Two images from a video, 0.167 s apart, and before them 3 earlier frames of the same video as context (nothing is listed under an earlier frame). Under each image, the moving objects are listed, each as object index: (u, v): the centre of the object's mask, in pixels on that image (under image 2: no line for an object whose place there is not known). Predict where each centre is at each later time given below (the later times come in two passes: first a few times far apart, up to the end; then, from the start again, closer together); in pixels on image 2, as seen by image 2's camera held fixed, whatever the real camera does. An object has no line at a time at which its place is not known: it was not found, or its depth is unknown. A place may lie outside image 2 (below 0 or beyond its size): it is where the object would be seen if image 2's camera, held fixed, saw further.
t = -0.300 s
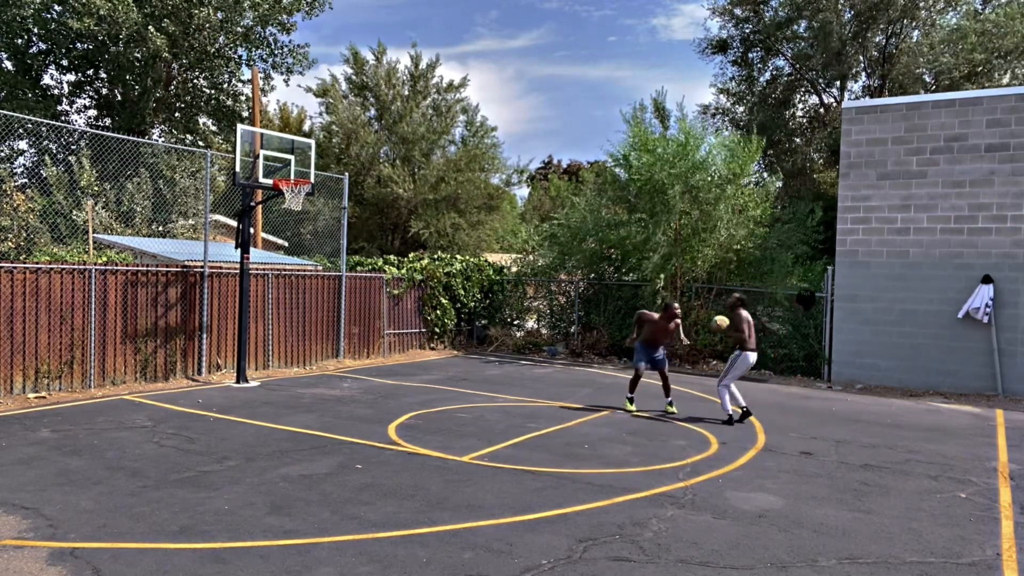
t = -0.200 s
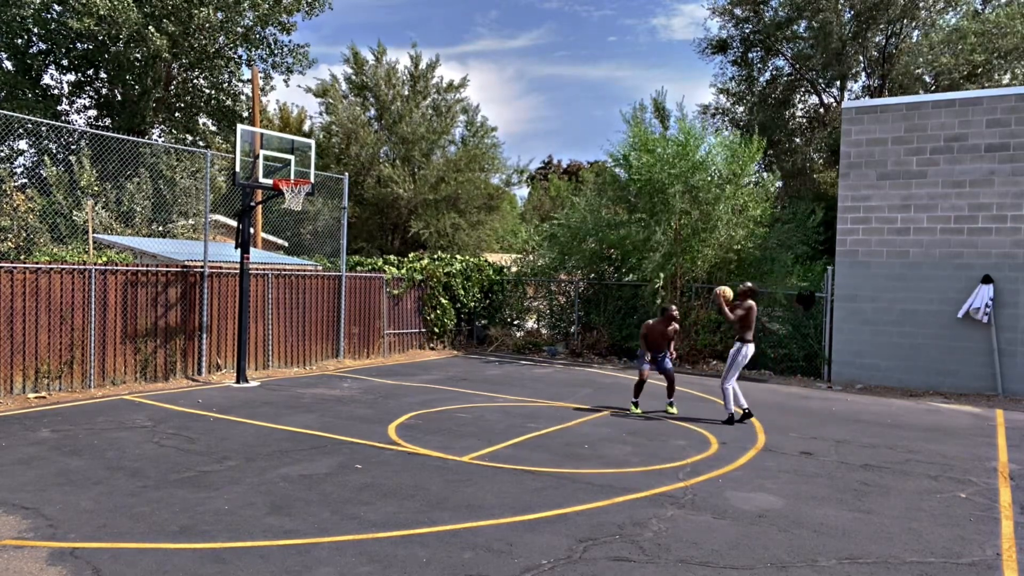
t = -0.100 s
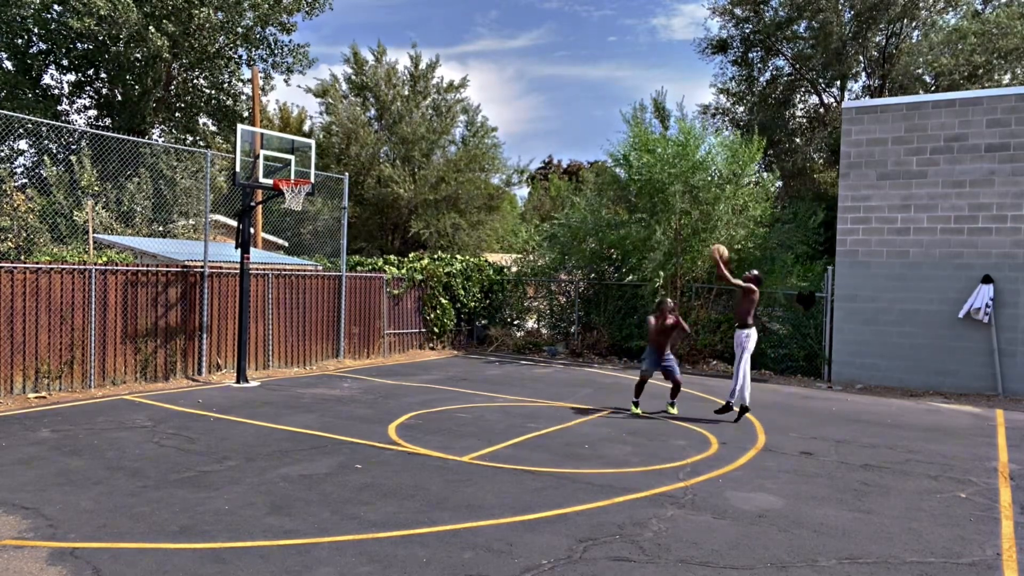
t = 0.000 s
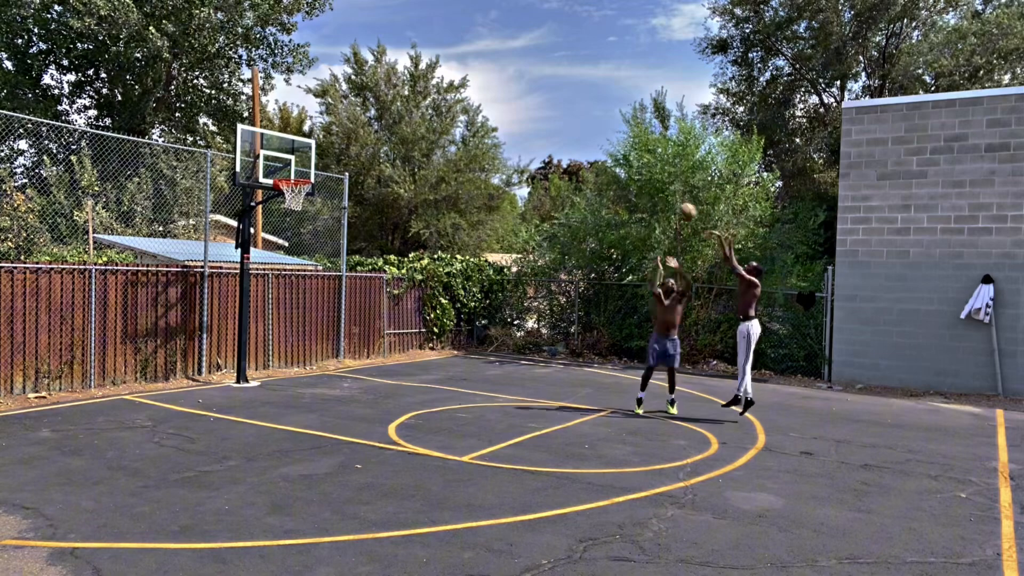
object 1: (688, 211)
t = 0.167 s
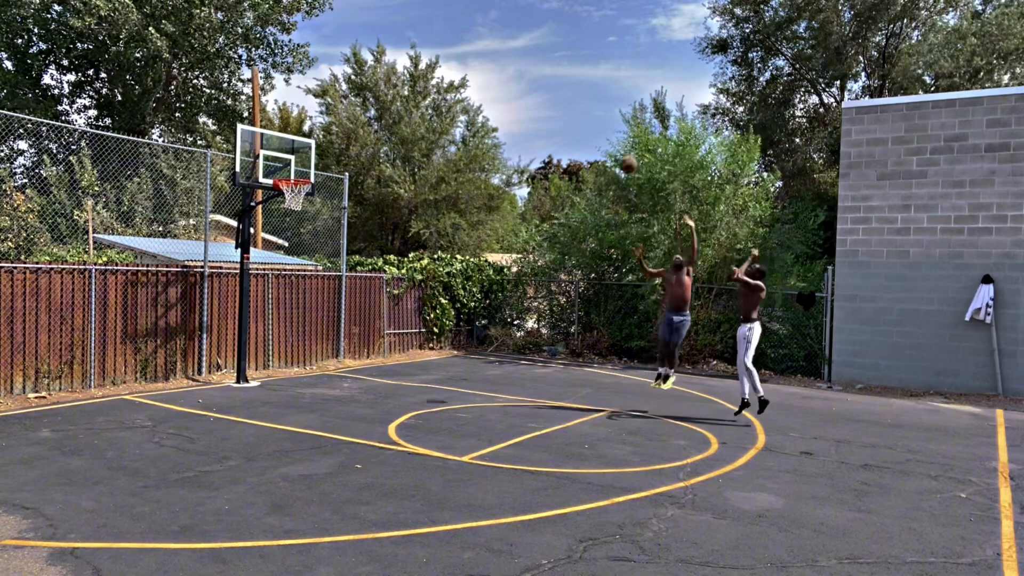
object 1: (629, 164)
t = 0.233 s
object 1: (605, 151)
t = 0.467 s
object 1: (526, 133)
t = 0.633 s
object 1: (471, 144)
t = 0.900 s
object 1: (384, 203)
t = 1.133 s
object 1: (311, 292)
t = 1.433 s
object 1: (240, 351)
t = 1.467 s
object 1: (238, 343)
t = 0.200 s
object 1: (616, 157)
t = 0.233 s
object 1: (605, 151)
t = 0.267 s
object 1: (594, 146)
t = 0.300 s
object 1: (582, 142)
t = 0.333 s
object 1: (571, 138)
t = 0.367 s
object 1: (559, 136)
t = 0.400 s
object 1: (548, 134)
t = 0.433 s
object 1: (537, 133)
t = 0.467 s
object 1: (526, 133)
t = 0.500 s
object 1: (515, 134)
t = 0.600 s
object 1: (482, 141)
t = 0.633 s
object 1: (471, 144)
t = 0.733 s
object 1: (438, 161)
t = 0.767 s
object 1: (427, 168)
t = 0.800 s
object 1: (417, 176)
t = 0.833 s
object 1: (406, 185)
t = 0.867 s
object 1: (396, 193)
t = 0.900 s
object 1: (384, 203)
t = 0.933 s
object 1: (374, 213)
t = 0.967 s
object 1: (363, 224)
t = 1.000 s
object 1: (353, 237)
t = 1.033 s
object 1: (342, 249)
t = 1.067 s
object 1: (331, 264)
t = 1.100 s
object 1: (321, 277)
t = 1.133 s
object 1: (311, 292)
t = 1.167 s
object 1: (300, 307)
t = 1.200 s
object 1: (290, 323)
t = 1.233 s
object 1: (280, 340)
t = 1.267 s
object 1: (268, 358)
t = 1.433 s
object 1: (240, 351)
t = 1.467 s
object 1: (238, 343)
